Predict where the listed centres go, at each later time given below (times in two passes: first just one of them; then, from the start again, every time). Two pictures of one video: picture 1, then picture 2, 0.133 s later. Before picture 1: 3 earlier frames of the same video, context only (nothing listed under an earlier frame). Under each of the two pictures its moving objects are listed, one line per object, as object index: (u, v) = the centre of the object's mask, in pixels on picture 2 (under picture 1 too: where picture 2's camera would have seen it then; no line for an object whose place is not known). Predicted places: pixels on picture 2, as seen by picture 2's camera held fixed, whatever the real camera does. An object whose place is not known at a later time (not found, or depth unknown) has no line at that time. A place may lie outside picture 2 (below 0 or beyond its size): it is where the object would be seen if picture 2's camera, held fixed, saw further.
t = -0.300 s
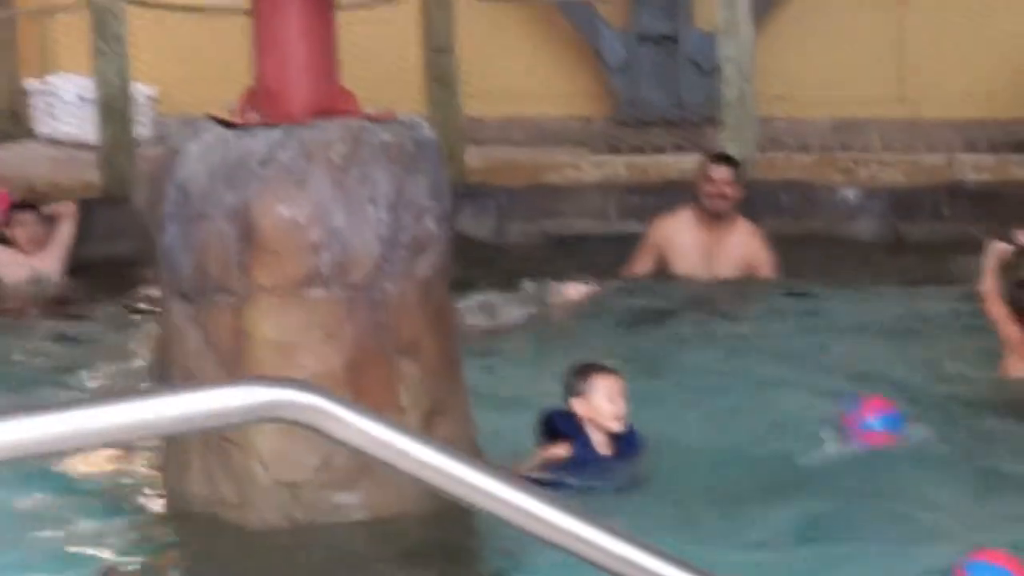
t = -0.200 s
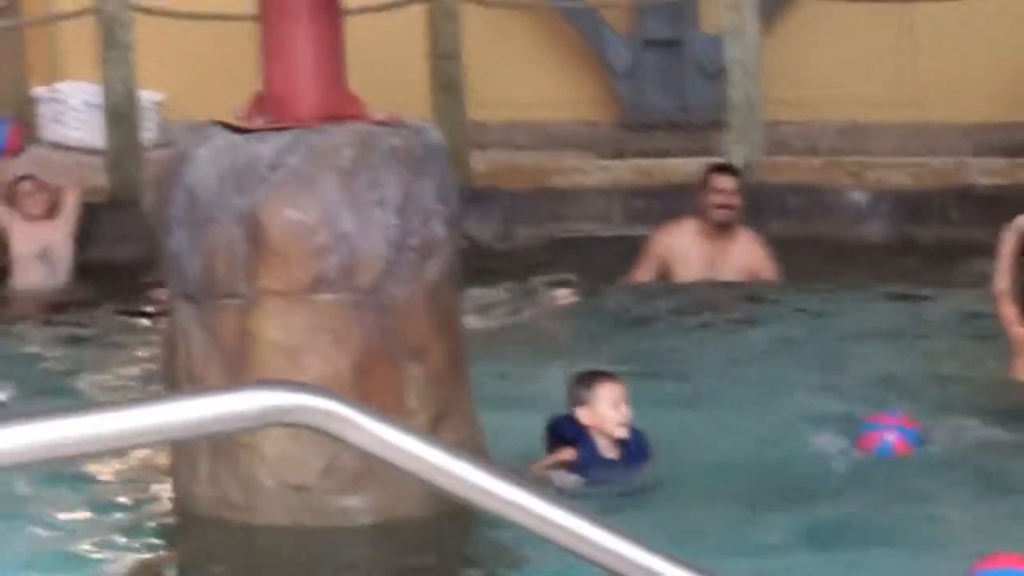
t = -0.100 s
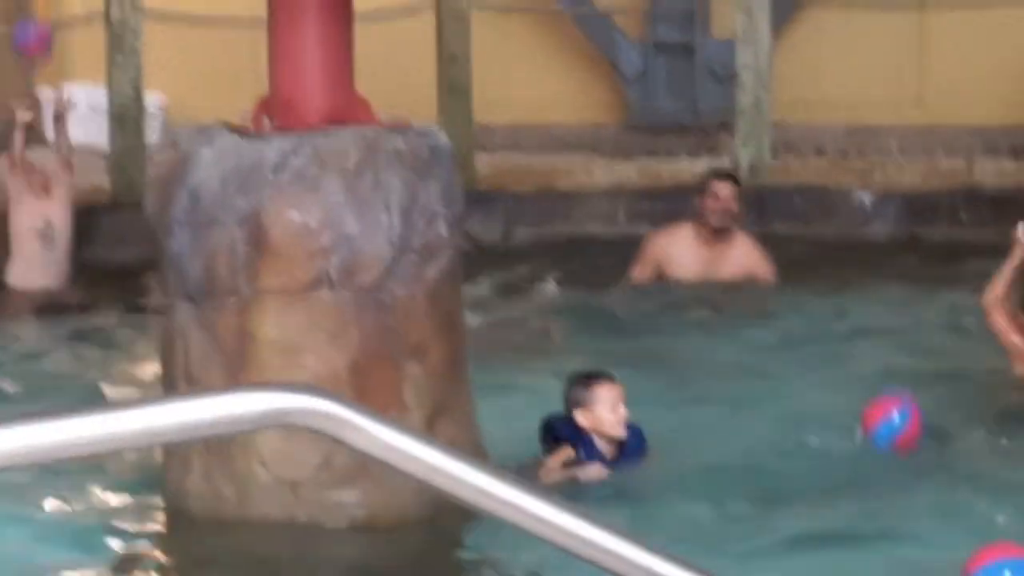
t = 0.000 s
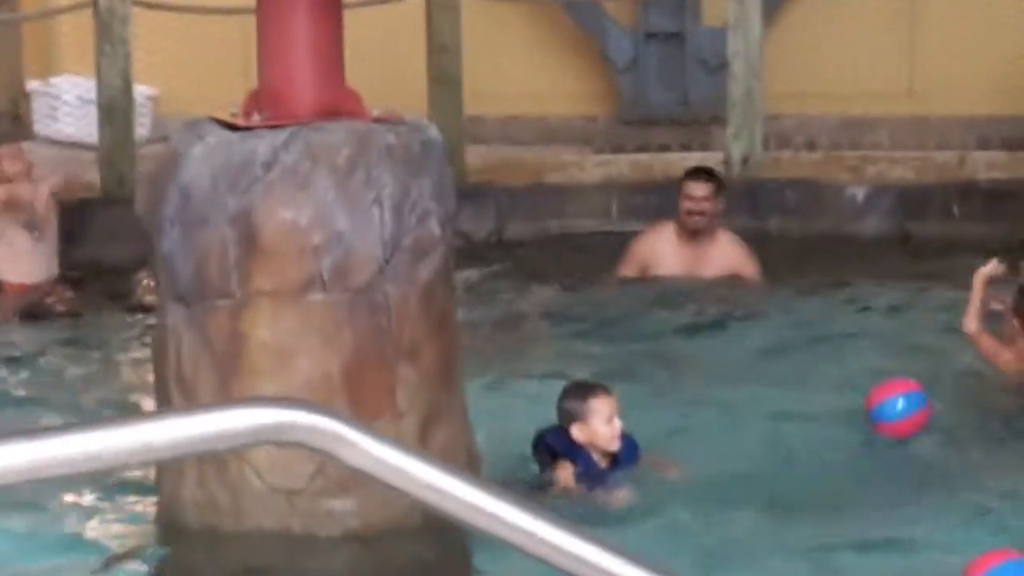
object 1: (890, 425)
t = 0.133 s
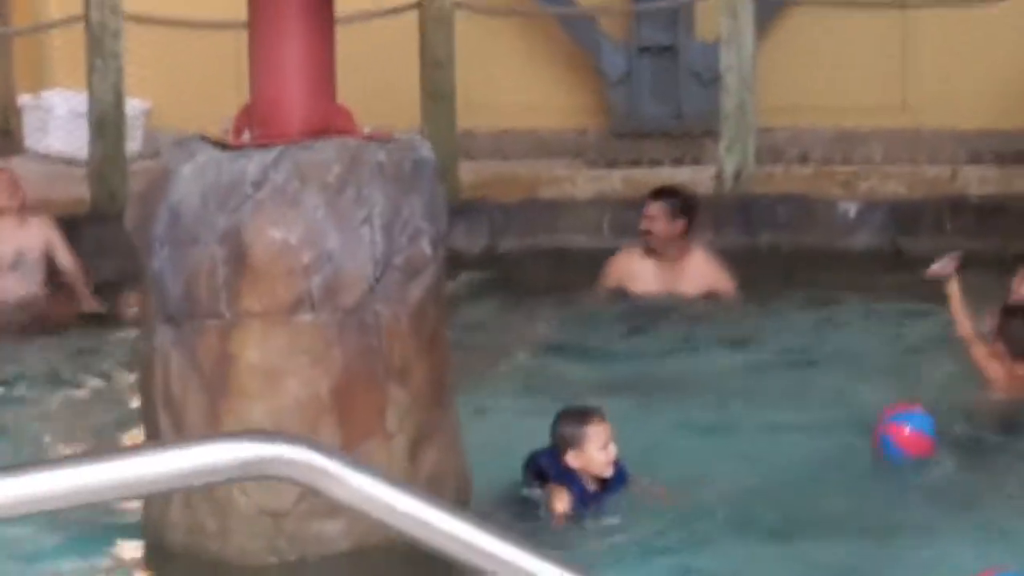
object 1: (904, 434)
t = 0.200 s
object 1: (910, 434)
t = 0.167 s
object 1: (907, 433)
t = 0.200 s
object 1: (910, 434)
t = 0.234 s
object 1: (914, 437)
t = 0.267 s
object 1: (916, 436)
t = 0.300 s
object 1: (920, 433)
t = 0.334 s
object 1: (922, 433)
